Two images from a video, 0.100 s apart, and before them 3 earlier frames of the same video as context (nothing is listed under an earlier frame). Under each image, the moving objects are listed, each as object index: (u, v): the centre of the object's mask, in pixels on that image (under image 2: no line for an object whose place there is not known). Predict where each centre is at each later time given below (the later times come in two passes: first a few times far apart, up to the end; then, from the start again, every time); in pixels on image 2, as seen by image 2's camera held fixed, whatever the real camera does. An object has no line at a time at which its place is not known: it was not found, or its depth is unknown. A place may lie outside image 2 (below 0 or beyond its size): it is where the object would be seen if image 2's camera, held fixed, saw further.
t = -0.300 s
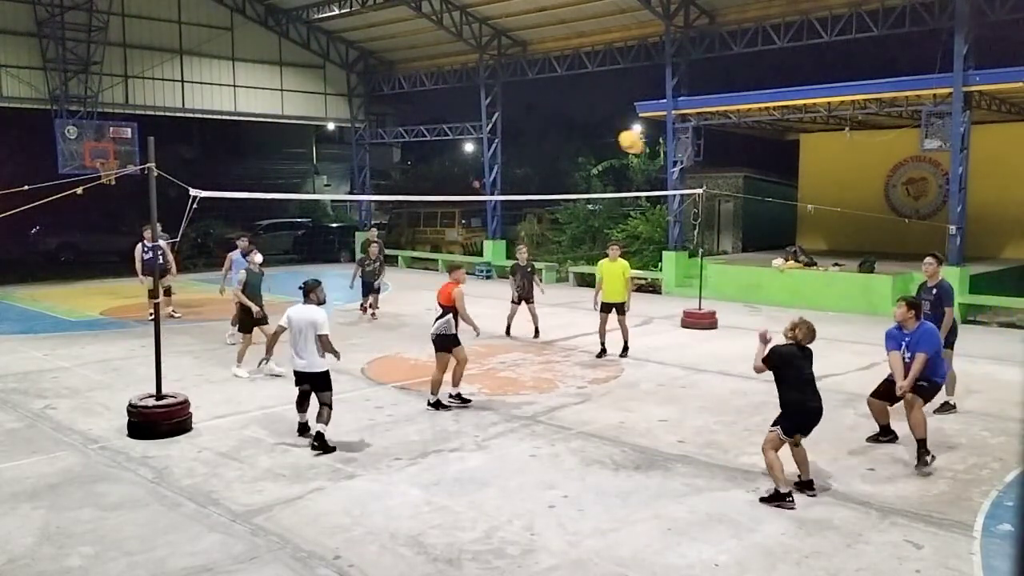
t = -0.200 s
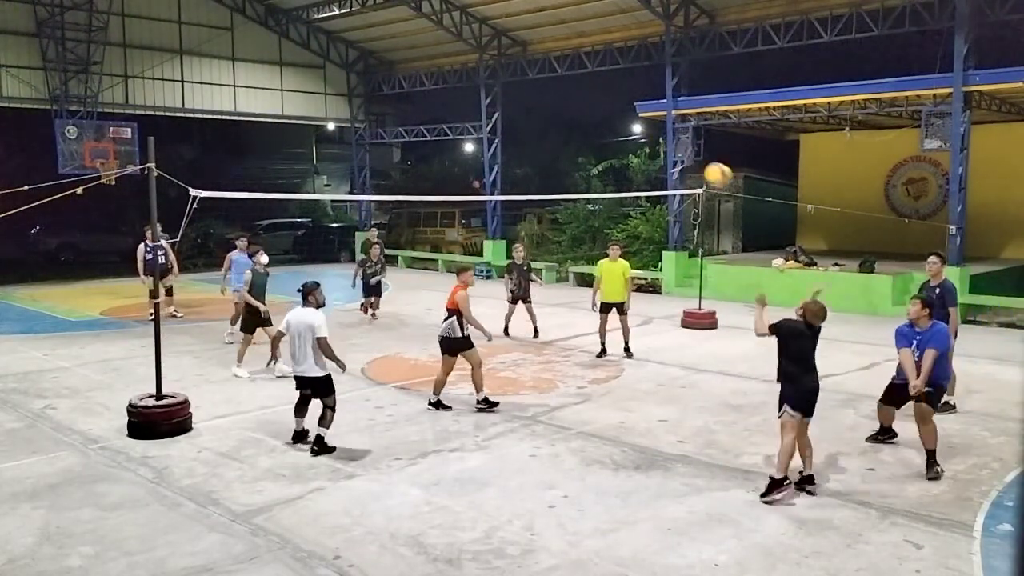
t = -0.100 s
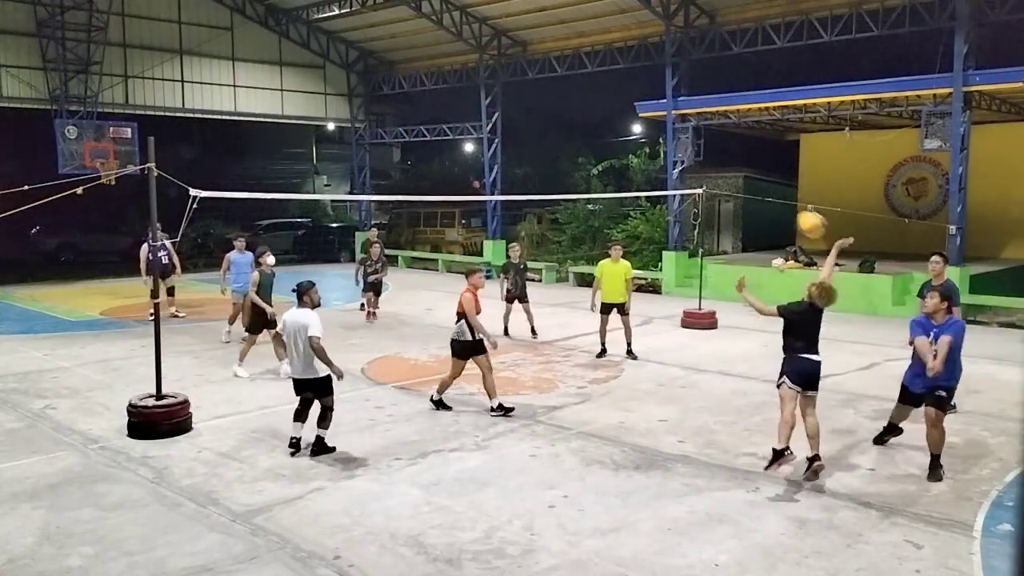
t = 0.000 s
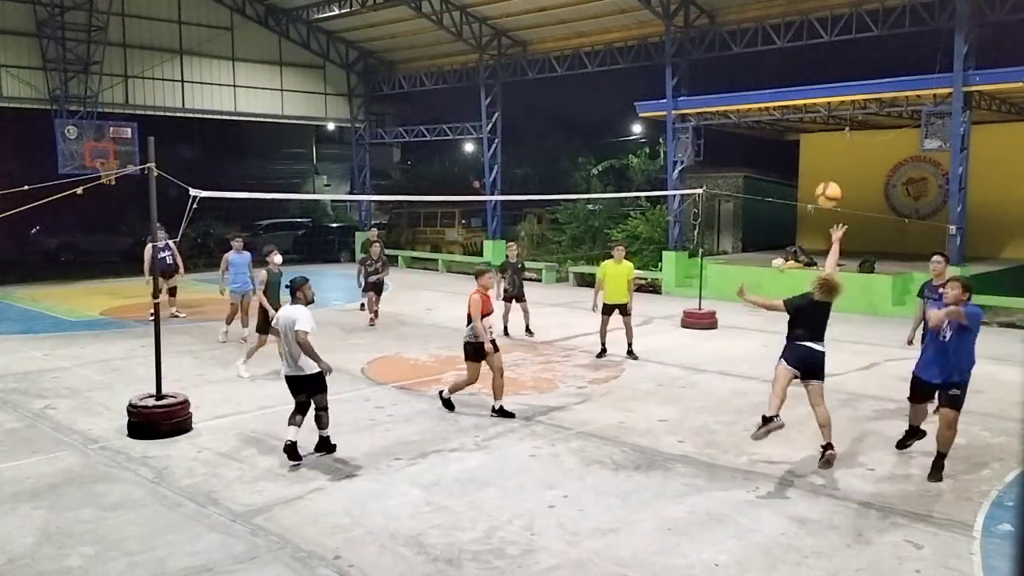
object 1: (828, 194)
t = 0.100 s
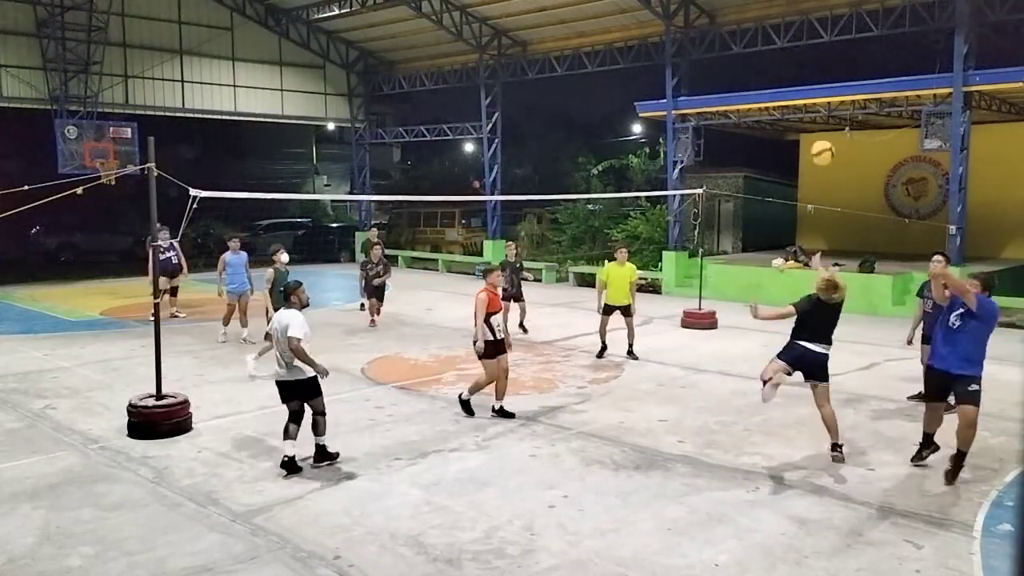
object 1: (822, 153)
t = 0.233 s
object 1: (814, 117)
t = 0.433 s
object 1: (803, 101)
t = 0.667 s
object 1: (789, 131)
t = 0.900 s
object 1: (774, 202)
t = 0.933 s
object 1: (772, 215)
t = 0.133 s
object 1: (821, 141)
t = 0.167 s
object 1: (818, 132)
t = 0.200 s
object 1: (816, 124)
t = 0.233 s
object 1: (814, 117)
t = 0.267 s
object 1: (813, 112)
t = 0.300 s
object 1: (812, 107)
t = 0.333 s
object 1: (809, 104)
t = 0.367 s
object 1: (807, 101)
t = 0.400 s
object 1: (805, 101)
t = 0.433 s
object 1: (803, 101)
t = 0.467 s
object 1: (801, 103)
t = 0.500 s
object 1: (799, 105)
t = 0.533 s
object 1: (798, 109)
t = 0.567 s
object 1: (795, 113)
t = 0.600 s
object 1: (793, 118)
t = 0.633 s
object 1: (792, 124)
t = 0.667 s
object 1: (789, 131)
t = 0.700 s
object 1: (787, 139)
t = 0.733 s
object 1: (785, 148)
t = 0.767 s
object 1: (783, 157)
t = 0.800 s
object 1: (781, 167)
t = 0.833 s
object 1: (778, 178)
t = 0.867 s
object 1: (776, 190)
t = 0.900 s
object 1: (774, 202)
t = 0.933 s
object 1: (772, 215)
